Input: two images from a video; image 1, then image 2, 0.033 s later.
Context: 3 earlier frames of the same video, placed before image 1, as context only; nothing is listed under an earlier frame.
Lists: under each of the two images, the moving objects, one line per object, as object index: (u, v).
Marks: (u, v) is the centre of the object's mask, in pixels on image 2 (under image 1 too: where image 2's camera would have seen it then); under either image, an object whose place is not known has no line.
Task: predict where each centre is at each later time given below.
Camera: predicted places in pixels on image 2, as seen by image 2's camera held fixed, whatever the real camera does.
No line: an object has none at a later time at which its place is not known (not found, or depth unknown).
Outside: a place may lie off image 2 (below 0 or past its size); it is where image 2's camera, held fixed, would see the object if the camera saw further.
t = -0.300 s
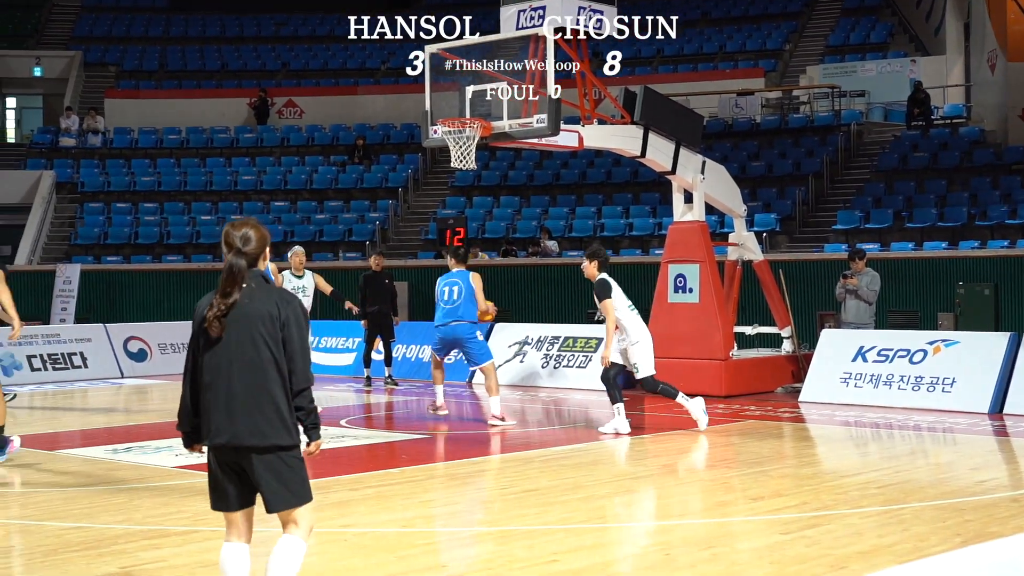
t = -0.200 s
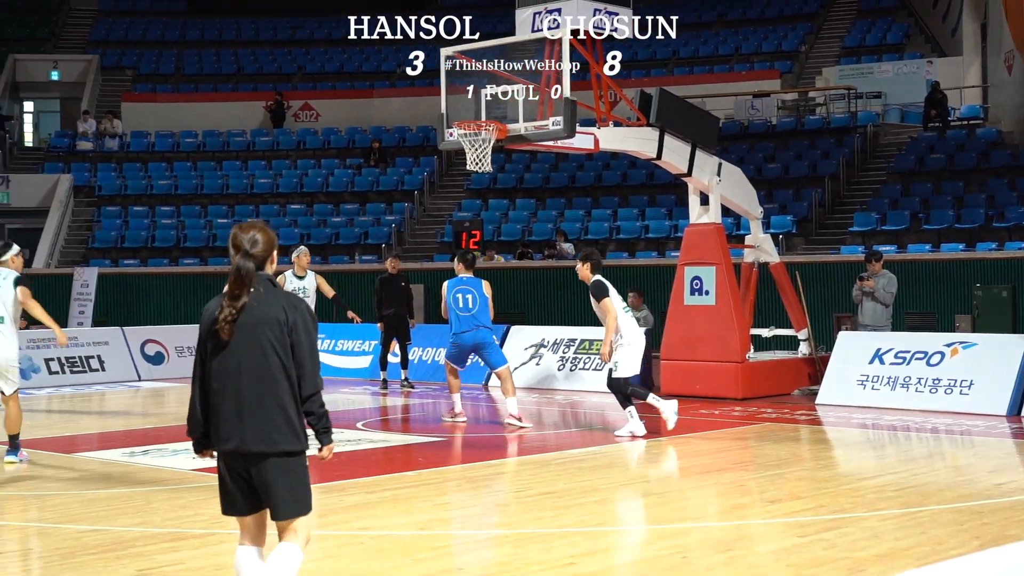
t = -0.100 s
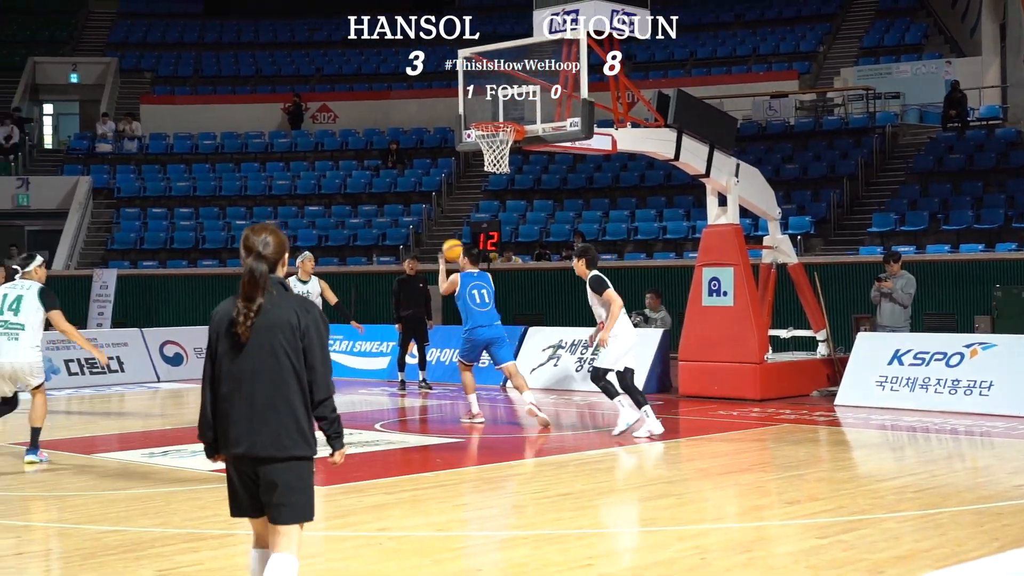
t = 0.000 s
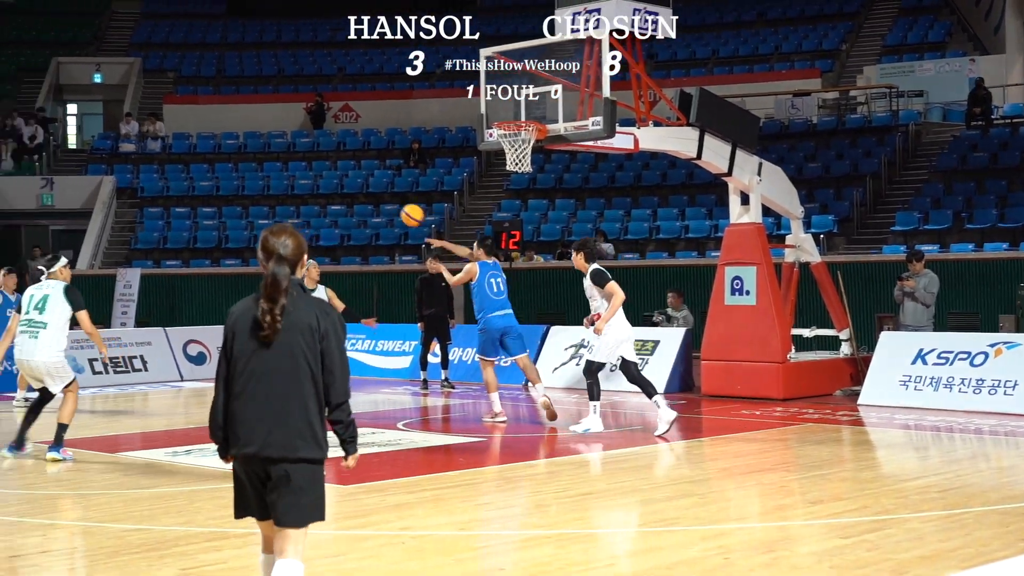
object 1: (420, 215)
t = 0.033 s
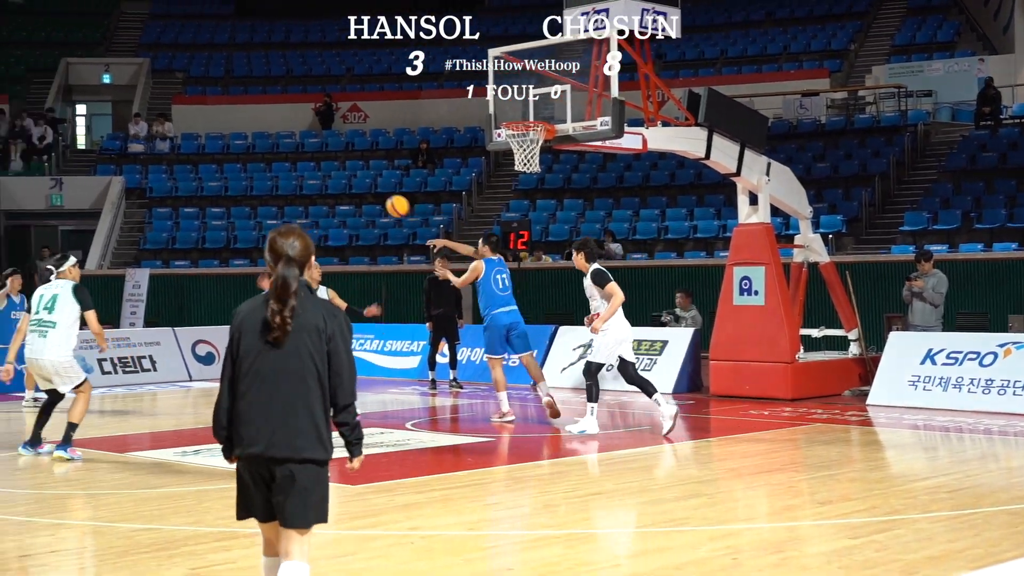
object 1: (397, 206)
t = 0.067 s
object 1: (376, 198)
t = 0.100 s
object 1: (355, 191)
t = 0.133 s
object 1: (333, 185)
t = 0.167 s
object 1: (314, 180)
